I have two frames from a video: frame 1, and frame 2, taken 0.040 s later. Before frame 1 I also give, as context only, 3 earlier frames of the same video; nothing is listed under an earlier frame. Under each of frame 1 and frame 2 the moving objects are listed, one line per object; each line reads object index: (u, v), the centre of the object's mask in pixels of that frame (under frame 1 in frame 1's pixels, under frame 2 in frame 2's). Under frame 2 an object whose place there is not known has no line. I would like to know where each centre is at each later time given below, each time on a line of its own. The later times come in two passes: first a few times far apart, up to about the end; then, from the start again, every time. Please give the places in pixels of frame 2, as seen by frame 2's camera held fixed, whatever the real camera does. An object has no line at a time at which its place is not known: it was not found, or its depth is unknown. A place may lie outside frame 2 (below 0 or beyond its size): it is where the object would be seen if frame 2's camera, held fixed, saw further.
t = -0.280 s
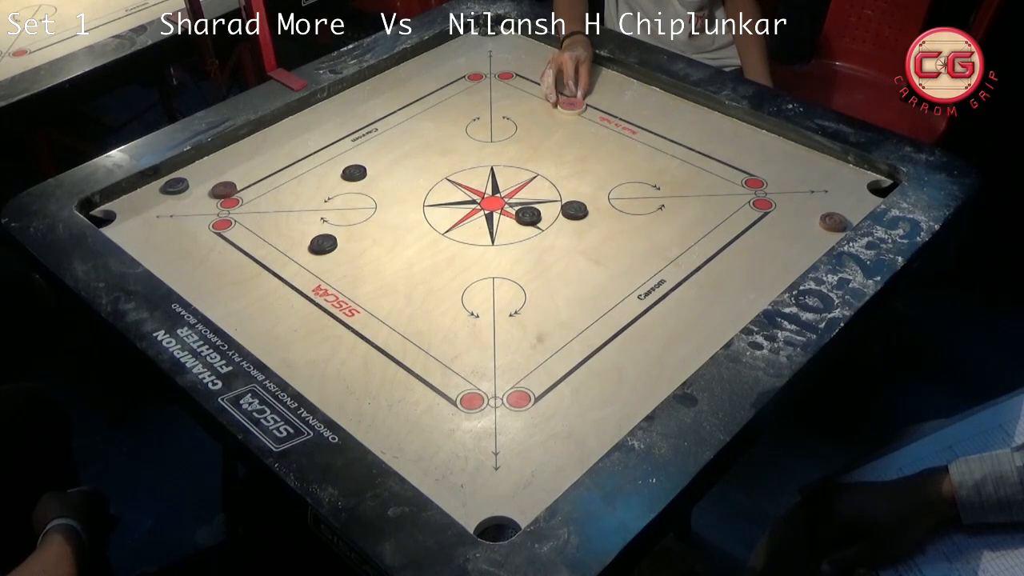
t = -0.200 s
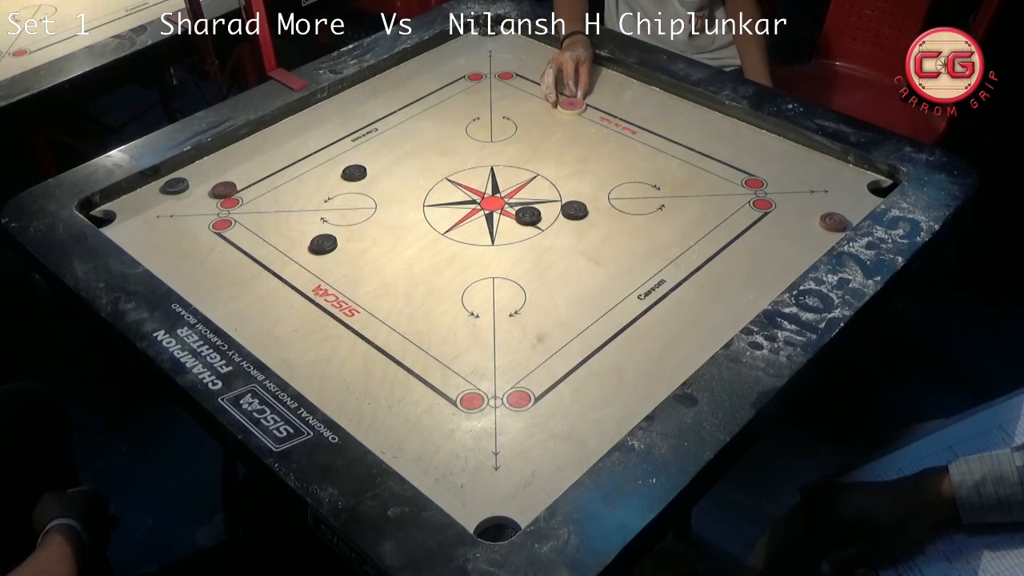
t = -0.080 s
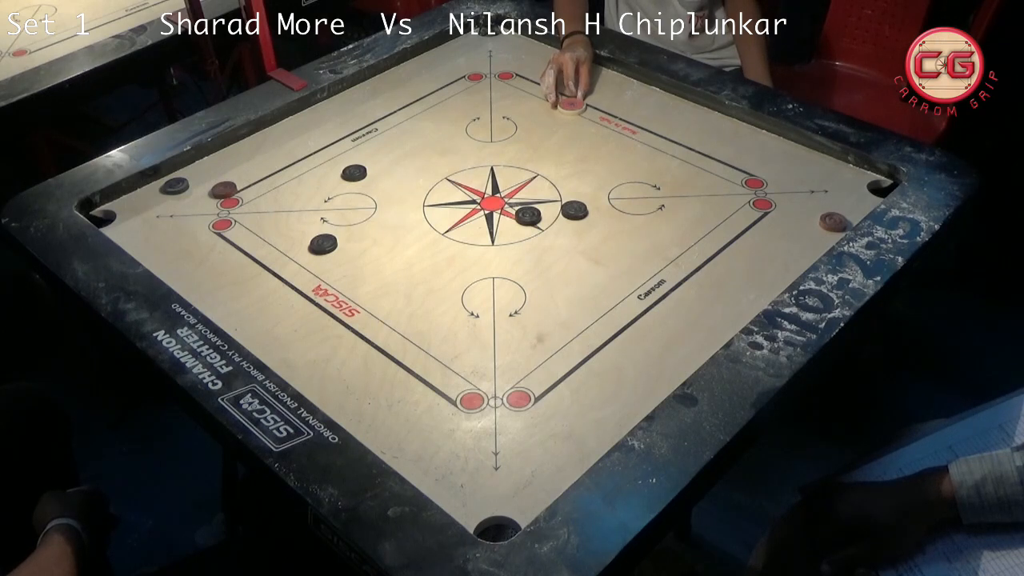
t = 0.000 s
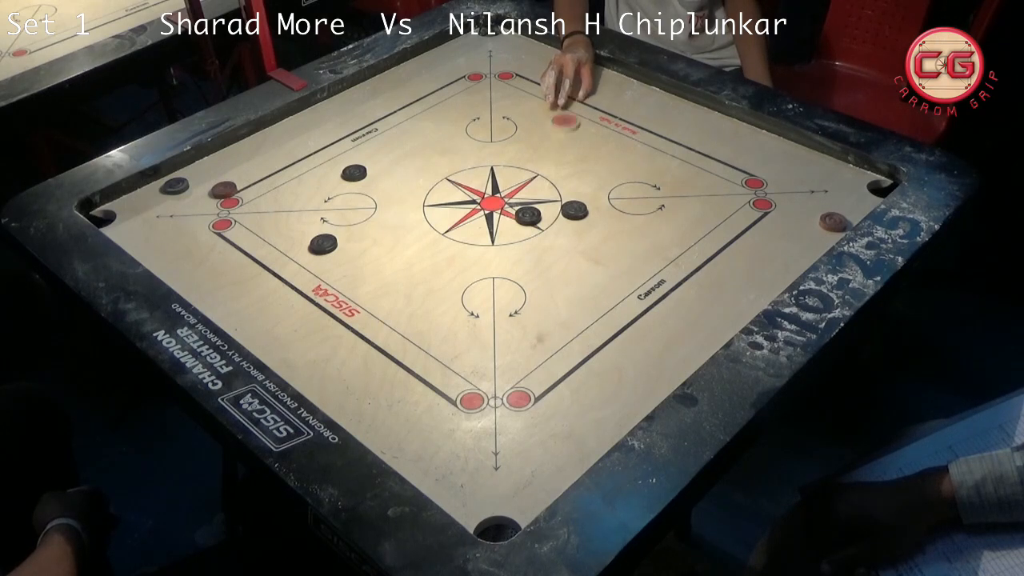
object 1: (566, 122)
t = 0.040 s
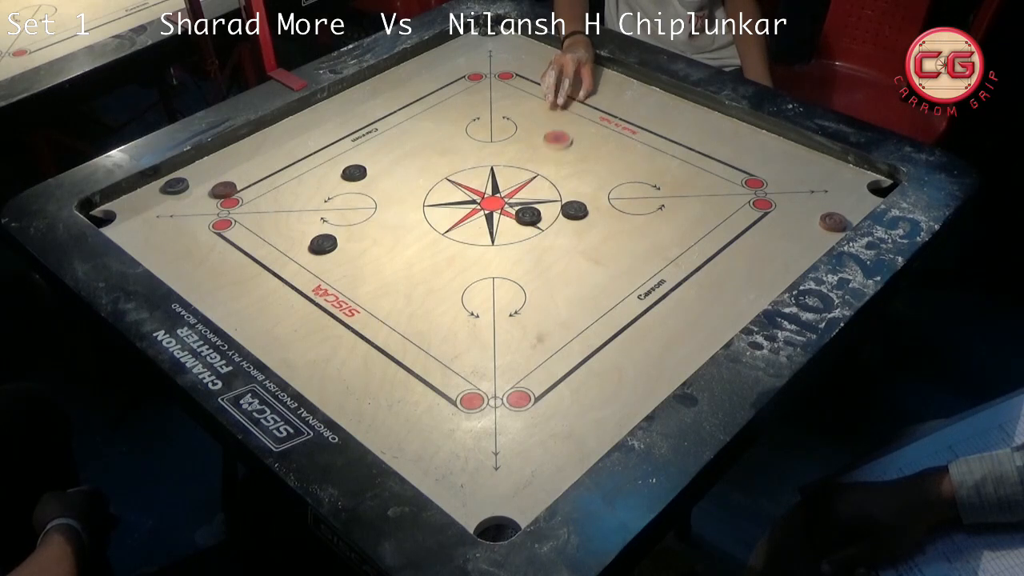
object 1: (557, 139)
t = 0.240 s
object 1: (520, 211)
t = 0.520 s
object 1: (499, 237)
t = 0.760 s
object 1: (498, 237)
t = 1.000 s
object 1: (498, 237)
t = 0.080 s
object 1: (549, 157)
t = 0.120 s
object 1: (542, 174)
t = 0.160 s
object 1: (534, 192)
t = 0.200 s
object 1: (527, 204)
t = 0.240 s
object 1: (520, 211)
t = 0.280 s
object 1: (515, 217)
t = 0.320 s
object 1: (511, 223)
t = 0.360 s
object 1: (507, 227)
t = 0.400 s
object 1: (504, 231)
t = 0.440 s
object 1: (501, 234)
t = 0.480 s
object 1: (500, 236)
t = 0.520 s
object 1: (499, 237)
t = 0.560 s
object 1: (498, 237)
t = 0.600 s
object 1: (498, 237)
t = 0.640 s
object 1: (499, 237)
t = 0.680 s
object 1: (498, 237)
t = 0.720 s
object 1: (498, 237)
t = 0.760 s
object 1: (498, 237)
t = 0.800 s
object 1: (498, 237)
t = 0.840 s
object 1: (498, 237)
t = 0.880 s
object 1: (498, 237)
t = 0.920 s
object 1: (498, 237)
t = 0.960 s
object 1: (498, 237)
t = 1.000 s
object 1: (498, 237)
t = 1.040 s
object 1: (498, 237)
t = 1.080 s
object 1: (498, 237)
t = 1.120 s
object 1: (498, 237)
